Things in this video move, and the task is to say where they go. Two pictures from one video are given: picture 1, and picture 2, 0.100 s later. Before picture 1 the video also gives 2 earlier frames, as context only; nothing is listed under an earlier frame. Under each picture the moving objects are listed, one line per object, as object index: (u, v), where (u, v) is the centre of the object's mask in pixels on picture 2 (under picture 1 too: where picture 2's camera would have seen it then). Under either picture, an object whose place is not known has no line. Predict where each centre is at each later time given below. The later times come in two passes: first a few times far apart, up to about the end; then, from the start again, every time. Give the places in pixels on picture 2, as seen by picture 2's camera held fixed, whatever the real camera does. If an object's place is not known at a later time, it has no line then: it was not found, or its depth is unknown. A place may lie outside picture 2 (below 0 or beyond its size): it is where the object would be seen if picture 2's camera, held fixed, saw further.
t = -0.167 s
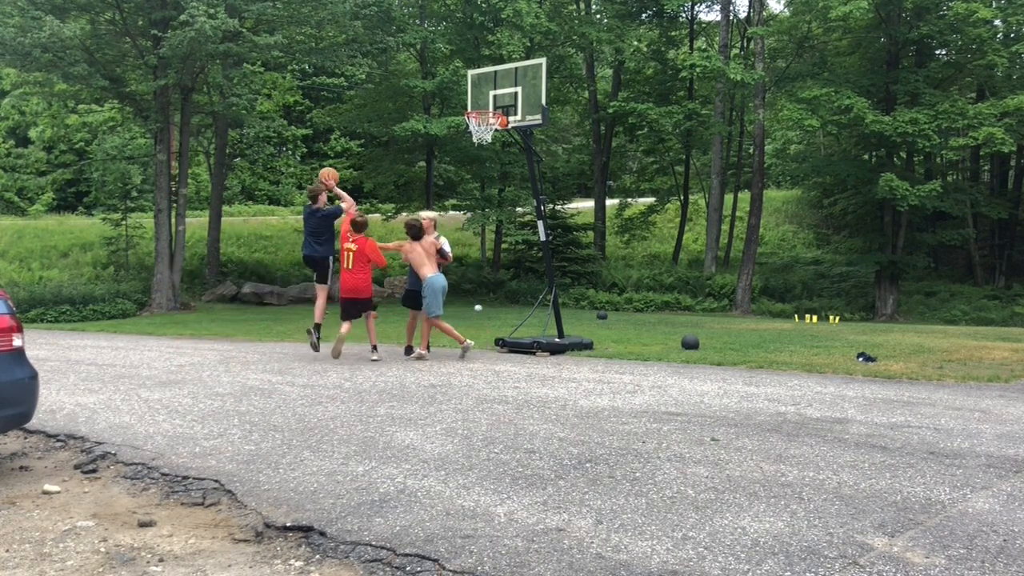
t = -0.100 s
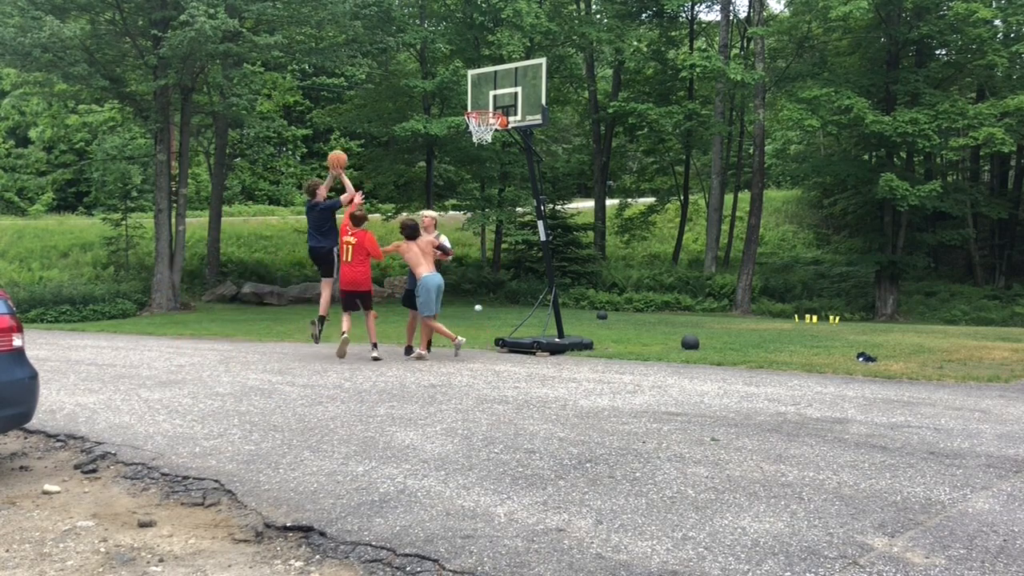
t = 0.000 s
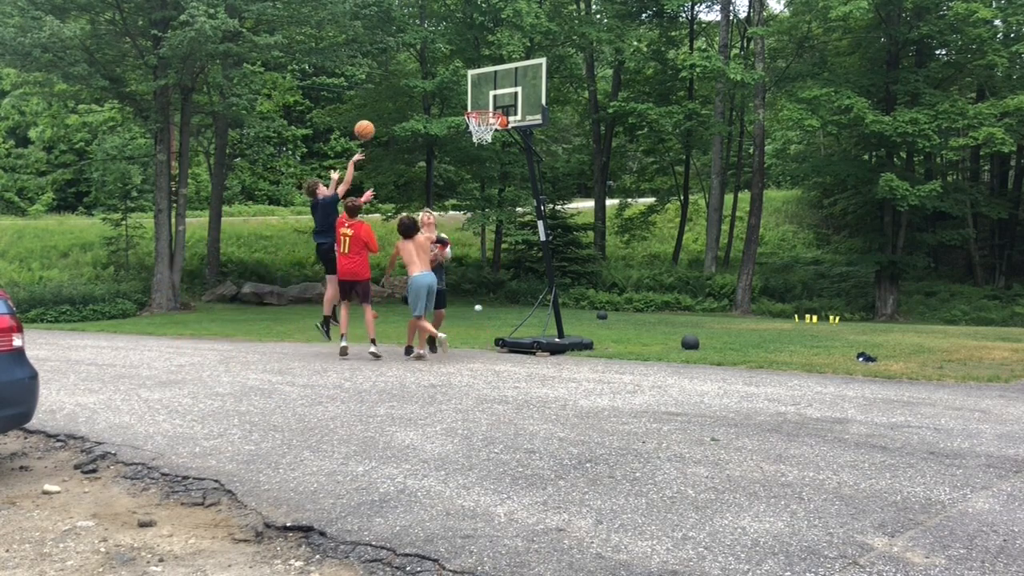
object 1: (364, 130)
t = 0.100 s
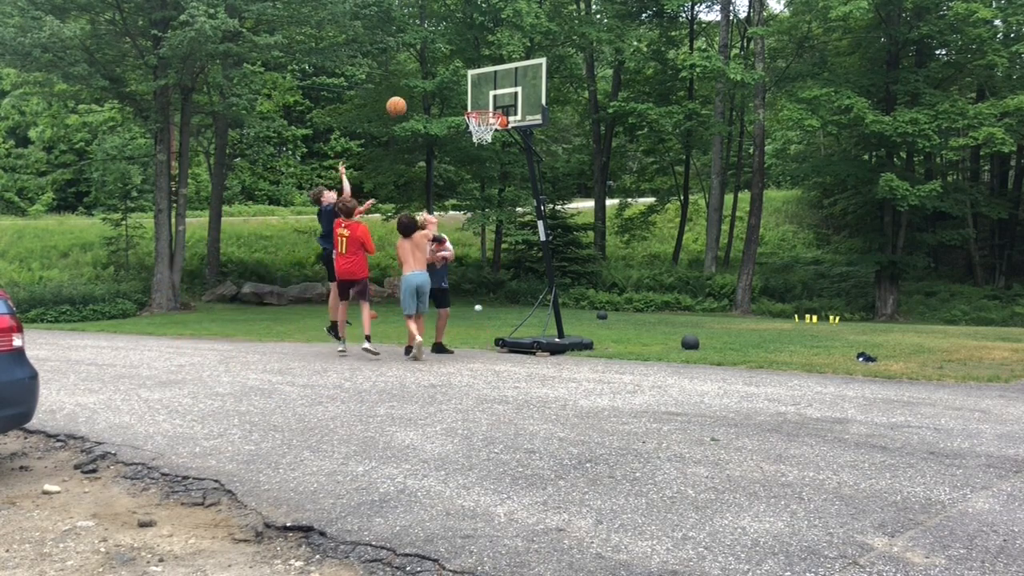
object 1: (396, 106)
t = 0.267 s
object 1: (448, 85)
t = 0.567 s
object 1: (482, 100)
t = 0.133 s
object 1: (407, 100)
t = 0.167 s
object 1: (417, 95)
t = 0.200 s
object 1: (427, 91)
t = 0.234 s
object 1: (438, 88)
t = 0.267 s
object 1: (448, 85)
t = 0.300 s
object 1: (457, 84)
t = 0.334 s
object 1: (467, 83)
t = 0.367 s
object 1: (478, 83)
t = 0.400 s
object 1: (487, 84)
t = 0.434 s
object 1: (489, 86)
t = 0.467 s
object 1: (487, 88)
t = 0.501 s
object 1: (485, 91)
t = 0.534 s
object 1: (484, 95)
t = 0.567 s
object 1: (482, 100)
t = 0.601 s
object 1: (481, 104)
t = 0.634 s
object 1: (481, 106)
